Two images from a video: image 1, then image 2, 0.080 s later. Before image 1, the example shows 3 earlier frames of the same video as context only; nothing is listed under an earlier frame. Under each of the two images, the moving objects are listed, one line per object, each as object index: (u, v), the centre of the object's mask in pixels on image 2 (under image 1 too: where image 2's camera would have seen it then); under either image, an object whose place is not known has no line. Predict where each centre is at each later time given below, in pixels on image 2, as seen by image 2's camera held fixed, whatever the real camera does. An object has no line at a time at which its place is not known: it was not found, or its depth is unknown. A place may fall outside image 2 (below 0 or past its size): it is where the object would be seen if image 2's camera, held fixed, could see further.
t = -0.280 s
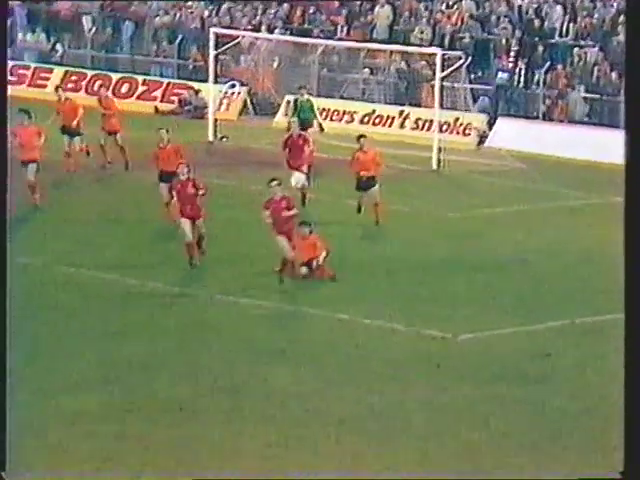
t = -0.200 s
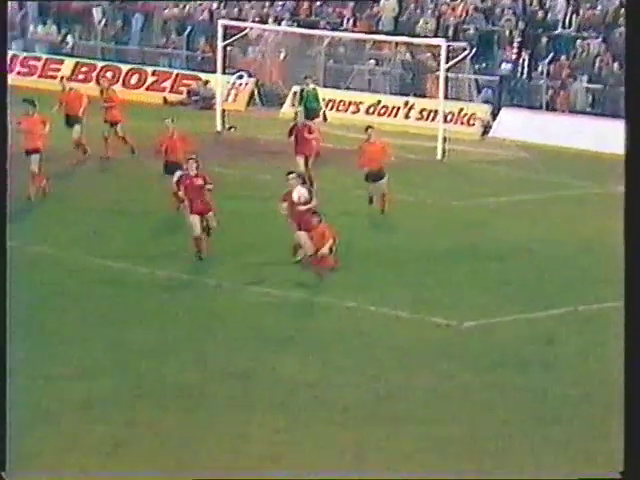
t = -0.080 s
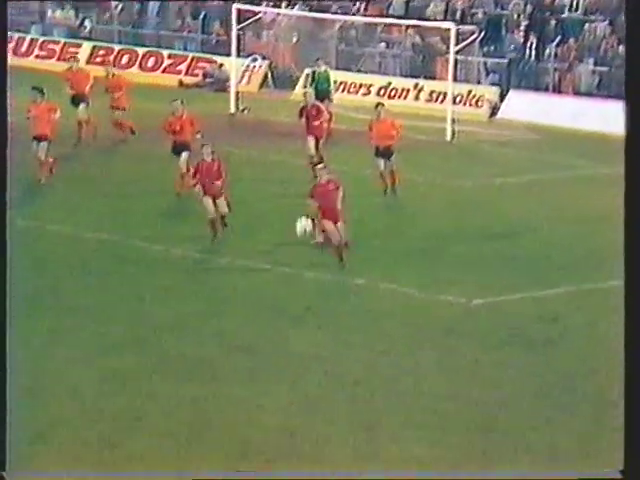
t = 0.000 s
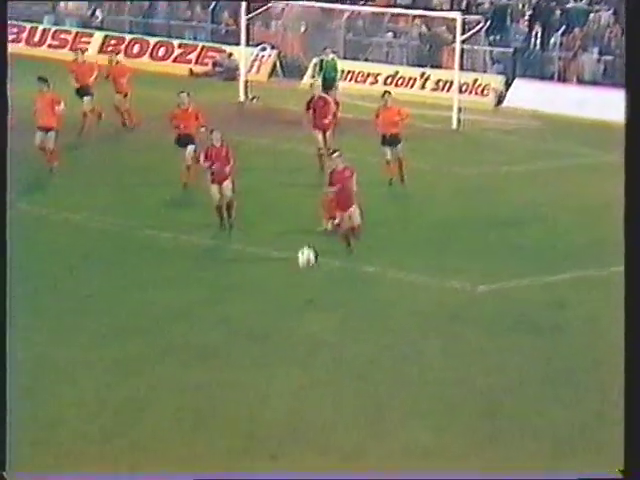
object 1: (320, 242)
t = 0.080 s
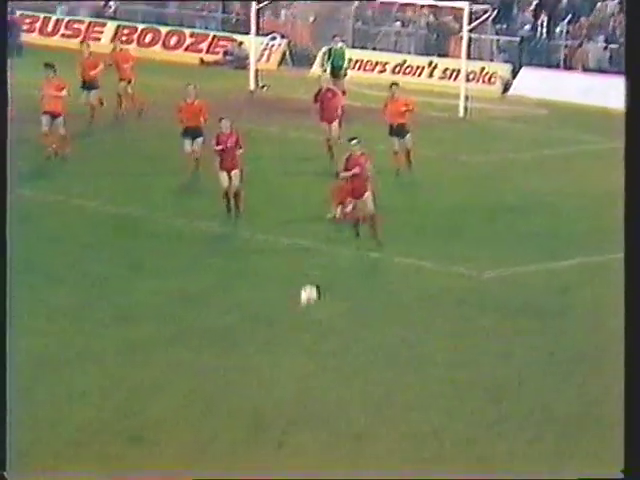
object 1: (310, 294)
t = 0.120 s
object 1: (307, 324)
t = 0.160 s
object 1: (307, 354)
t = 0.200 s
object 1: (299, 390)
